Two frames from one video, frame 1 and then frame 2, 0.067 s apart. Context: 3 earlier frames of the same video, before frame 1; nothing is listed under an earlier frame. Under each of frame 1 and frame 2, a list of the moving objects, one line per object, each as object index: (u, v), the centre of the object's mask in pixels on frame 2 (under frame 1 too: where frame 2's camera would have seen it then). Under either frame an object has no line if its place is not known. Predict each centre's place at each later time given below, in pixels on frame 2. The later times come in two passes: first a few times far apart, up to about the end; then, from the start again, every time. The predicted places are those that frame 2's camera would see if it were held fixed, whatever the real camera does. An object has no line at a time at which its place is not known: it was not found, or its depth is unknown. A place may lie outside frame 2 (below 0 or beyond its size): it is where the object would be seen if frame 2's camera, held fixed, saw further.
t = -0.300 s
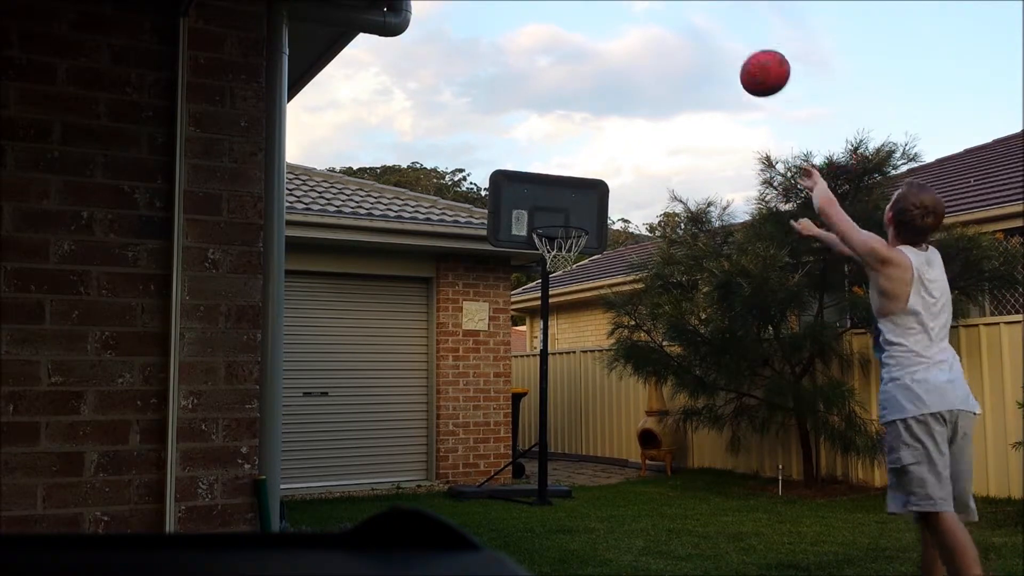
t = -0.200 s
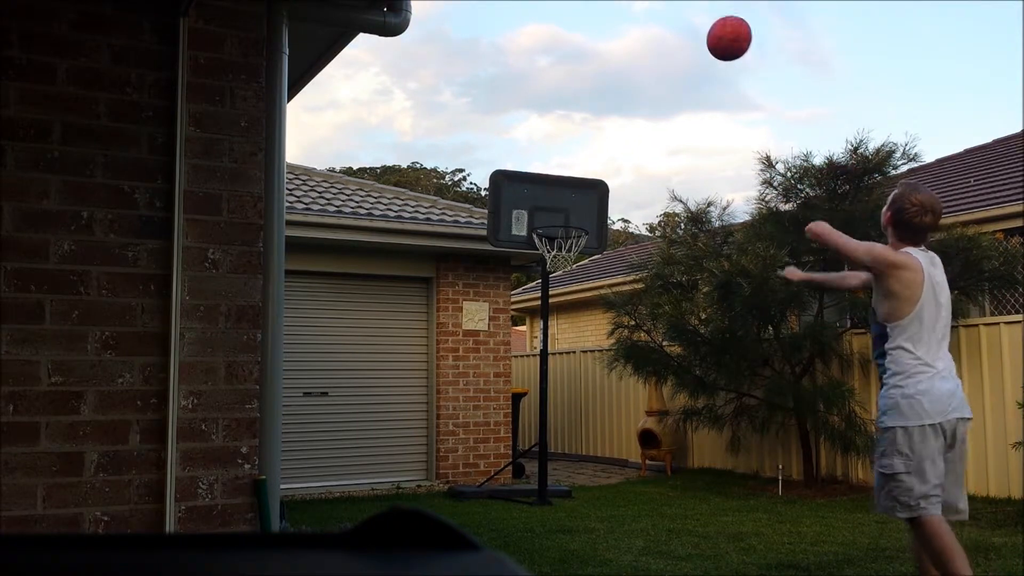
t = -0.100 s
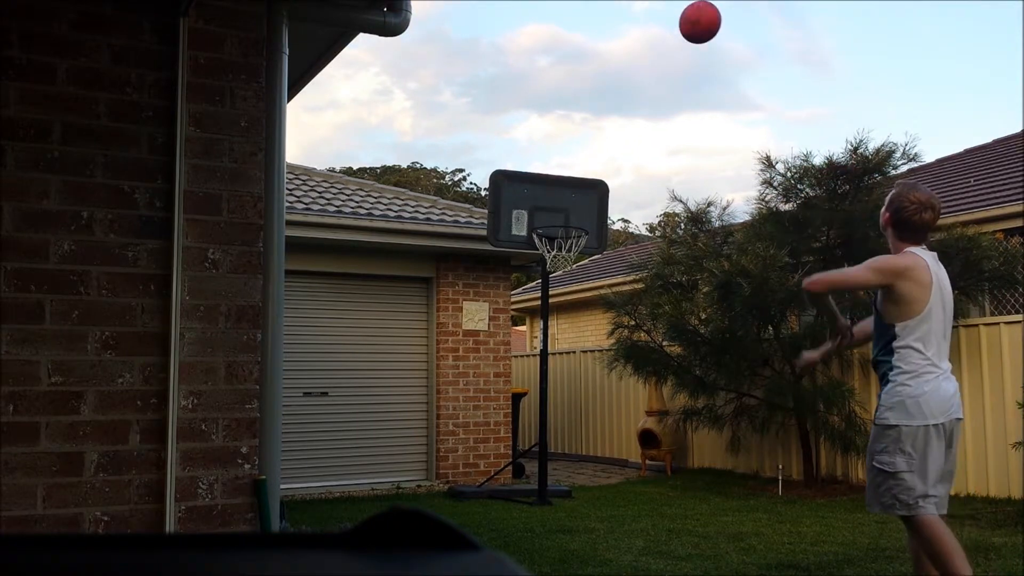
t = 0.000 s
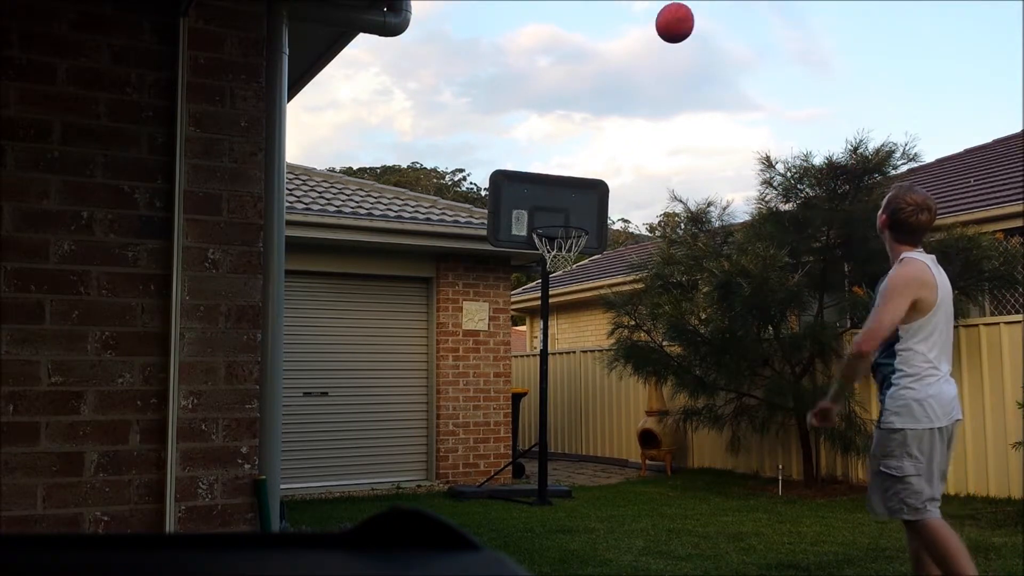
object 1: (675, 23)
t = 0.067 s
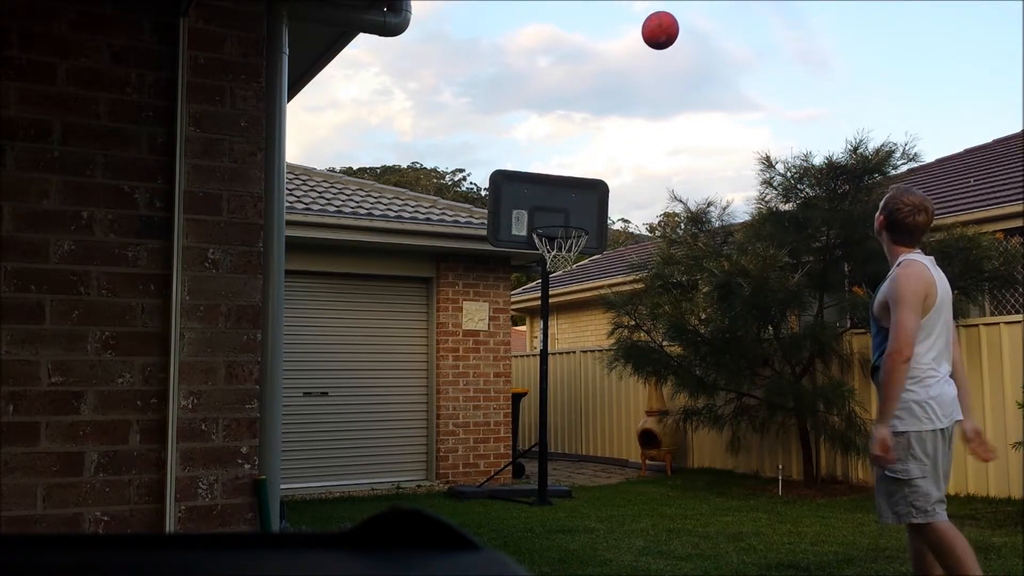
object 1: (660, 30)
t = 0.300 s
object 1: (618, 97)
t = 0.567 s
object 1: (584, 217)
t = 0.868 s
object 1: (566, 222)
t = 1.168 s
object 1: (557, 261)
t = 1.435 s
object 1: (567, 316)
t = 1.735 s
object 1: (578, 477)
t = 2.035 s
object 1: (579, 395)
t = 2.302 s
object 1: (581, 377)
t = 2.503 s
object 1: (583, 416)
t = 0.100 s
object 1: (653, 36)
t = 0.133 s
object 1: (647, 43)
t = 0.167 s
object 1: (641, 52)
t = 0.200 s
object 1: (635, 62)
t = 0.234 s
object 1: (629, 73)
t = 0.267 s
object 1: (623, 84)
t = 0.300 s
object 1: (618, 97)
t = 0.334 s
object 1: (613, 110)
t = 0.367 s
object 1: (608, 125)
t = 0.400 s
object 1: (604, 141)
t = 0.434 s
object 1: (599, 157)
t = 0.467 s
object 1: (595, 174)
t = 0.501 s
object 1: (591, 191)
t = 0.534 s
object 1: (587, 210)
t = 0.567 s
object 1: (584, 217)
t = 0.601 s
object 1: (581, 214)
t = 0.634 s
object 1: (578, 213)
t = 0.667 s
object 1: (576, 213)
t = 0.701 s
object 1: (573, 213)
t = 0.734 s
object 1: (570, 215)
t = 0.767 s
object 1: (570, 216)
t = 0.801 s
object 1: (570, 218)
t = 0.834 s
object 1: (569, 221)
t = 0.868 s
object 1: (566, 222)
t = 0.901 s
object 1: (564, 225)
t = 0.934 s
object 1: (562, 228)
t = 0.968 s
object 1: (560, 234)
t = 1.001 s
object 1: (558, 239)
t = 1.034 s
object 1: (556, 245)
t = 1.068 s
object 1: (555, 252)
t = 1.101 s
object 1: (556, 258)
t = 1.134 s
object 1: (556, 260)
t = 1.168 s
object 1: (557, 261)
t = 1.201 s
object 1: (559, 264)
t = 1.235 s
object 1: (560, 267)
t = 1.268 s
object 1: (562, 272)
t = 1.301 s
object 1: (563, 280)
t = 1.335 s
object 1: (564, 287)
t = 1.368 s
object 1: (565, 295)
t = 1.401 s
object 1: (566, 306)
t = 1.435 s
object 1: (567, 316)
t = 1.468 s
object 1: (569, 330)
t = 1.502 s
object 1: (570, 343)
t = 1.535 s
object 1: (571, 359)
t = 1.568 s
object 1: (572, 375)
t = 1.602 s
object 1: (573, 393)
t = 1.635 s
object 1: (574, 412)
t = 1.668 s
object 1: (576, 432)
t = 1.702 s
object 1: (576, 455)
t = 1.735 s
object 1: (578, 477)
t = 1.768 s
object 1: (579, 492)
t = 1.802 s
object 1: (578, 475)
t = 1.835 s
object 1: (578, 459)
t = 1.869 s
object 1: (578, 445)
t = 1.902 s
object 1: (579, 433)
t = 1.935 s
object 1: (579, 422)
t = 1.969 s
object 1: (579, 411)
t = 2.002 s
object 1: (579, 402)
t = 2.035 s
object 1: (579, 395)
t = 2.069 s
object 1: (579, 388)
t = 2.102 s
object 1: (580, 383)
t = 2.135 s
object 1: (580, 379)
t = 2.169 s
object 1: (580, 376)
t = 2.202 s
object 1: (580, 375)
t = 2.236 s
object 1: (580, 375)
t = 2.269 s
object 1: (580, 375)
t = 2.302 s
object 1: (581, 377)
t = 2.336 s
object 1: (581, 381)
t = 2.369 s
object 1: (582, 386)
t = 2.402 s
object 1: (582, 391)
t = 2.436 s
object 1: (582, 398)
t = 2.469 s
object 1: (583, 406)
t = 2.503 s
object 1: (583, 416)
